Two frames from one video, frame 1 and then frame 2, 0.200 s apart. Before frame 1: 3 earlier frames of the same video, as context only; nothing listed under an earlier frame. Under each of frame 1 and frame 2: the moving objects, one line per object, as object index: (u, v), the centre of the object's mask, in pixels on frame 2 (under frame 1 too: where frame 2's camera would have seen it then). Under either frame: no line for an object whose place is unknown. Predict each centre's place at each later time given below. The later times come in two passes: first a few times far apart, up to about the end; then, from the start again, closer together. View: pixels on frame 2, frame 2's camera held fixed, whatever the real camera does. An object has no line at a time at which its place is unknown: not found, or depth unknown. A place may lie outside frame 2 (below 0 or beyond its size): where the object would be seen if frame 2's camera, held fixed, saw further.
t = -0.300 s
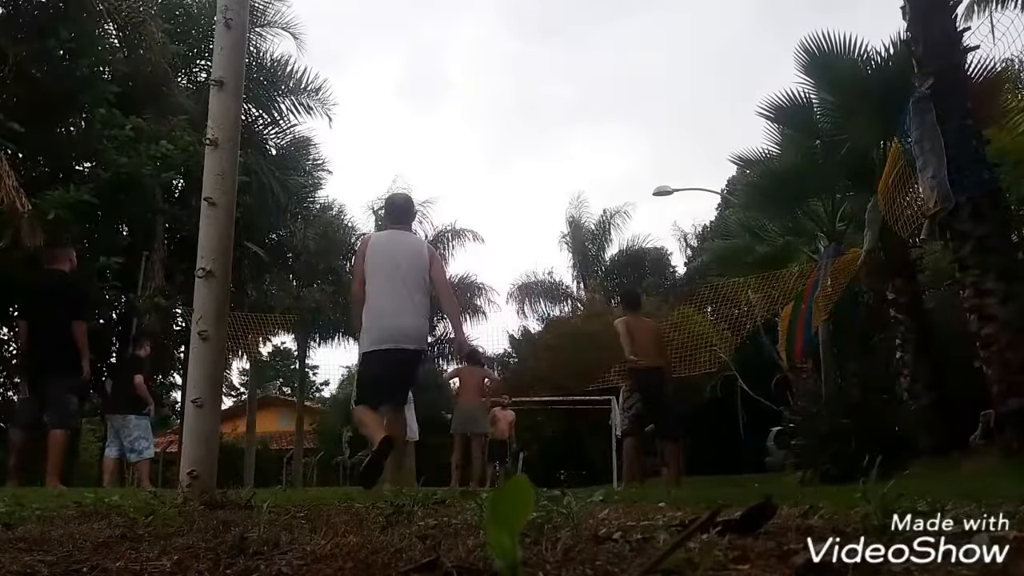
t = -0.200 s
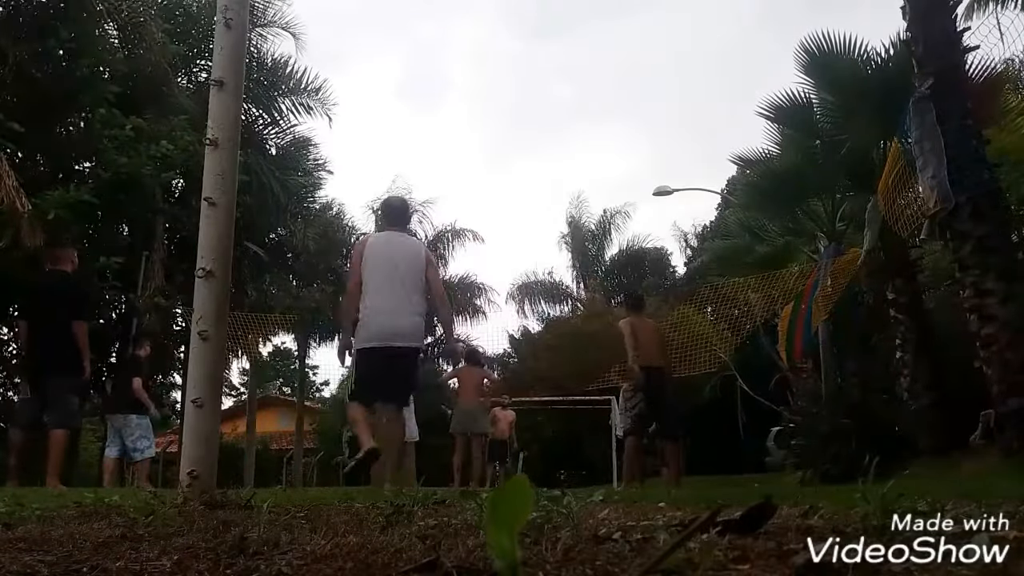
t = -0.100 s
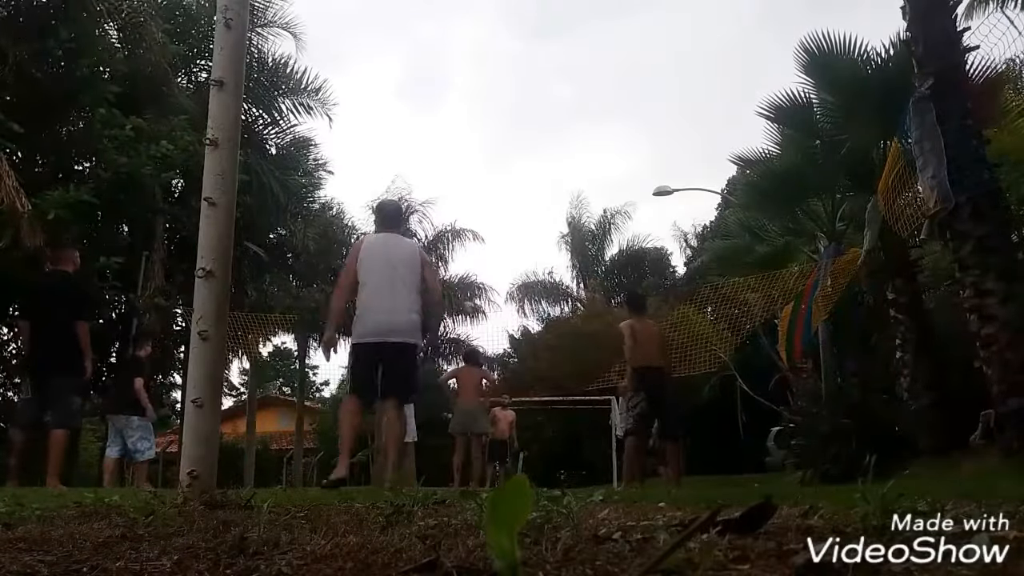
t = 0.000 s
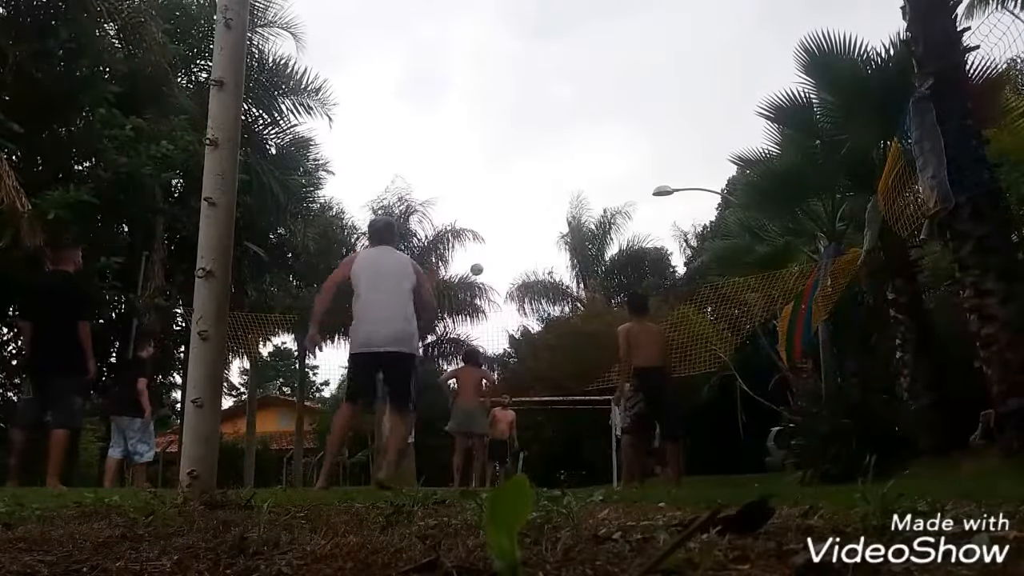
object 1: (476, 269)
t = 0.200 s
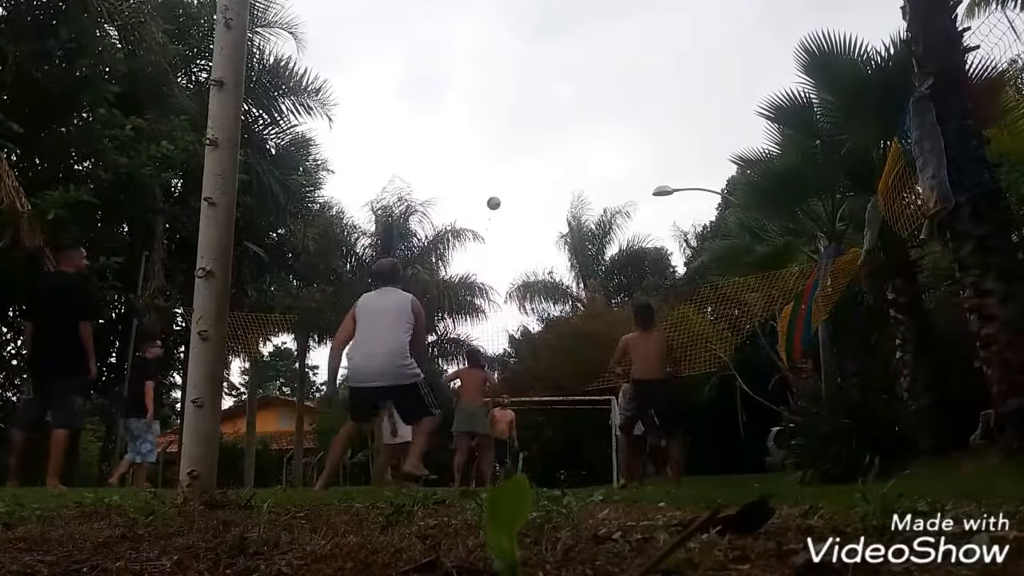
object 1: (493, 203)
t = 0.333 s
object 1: (506, 166)
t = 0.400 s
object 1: (512, 150)
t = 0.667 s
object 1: (545, 105)
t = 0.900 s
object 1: (587, 107)
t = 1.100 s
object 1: (639, 161)
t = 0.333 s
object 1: (506, 166)
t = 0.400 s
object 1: (512, 150)
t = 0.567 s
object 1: (531, 117)
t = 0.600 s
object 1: (536, 113)
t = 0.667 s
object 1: (545, 105)
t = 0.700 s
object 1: (550, 102)
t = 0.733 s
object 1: (556, 100)
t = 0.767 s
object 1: (561, 100)
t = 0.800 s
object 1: (567, 100)
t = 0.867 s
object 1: (580, 103)
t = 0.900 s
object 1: (587, 107)
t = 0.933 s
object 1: (595, 111)
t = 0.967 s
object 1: (602, 118)
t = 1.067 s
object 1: (629, 147)
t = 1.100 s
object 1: (639, 161)
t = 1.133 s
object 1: (650, 177)
